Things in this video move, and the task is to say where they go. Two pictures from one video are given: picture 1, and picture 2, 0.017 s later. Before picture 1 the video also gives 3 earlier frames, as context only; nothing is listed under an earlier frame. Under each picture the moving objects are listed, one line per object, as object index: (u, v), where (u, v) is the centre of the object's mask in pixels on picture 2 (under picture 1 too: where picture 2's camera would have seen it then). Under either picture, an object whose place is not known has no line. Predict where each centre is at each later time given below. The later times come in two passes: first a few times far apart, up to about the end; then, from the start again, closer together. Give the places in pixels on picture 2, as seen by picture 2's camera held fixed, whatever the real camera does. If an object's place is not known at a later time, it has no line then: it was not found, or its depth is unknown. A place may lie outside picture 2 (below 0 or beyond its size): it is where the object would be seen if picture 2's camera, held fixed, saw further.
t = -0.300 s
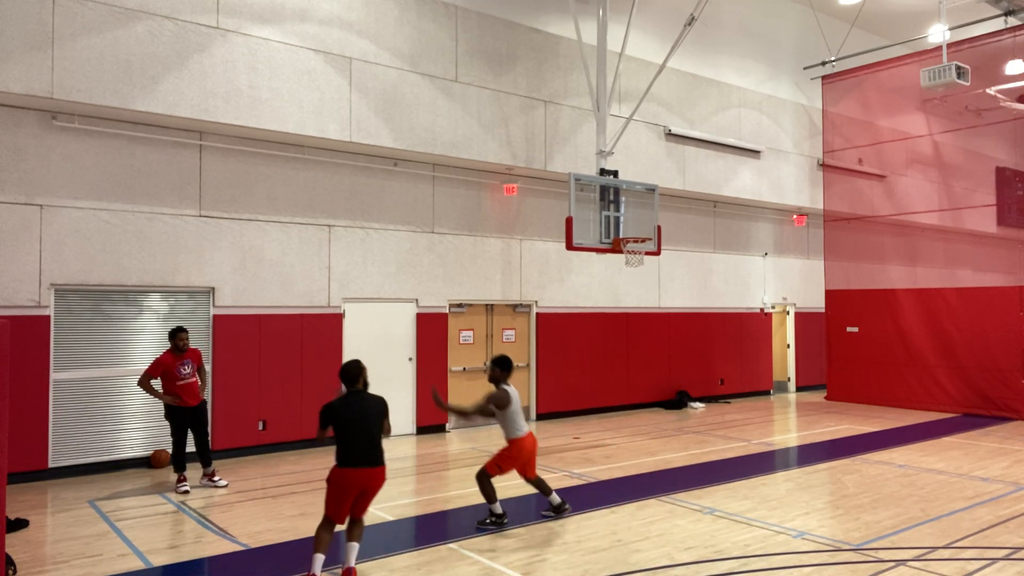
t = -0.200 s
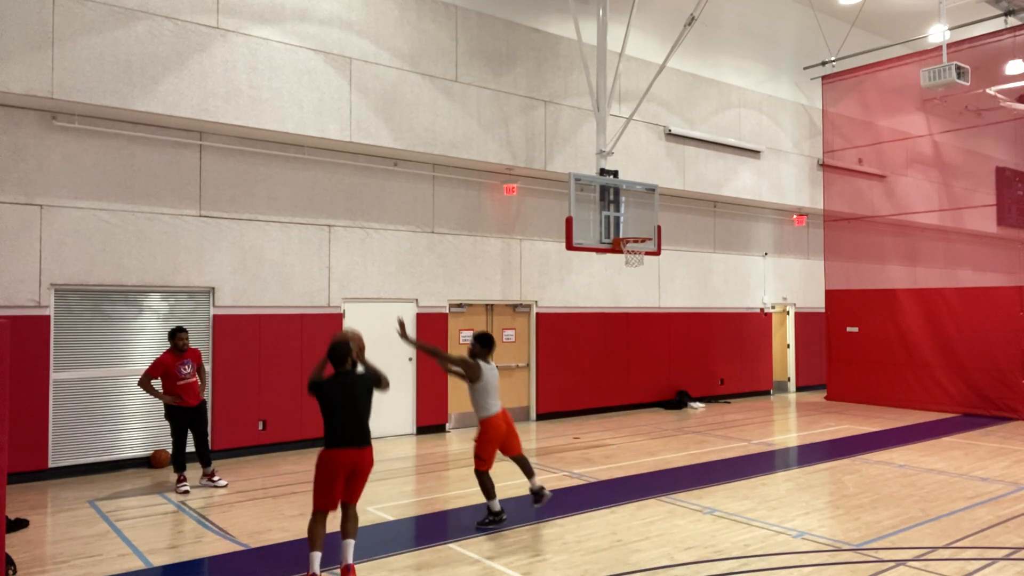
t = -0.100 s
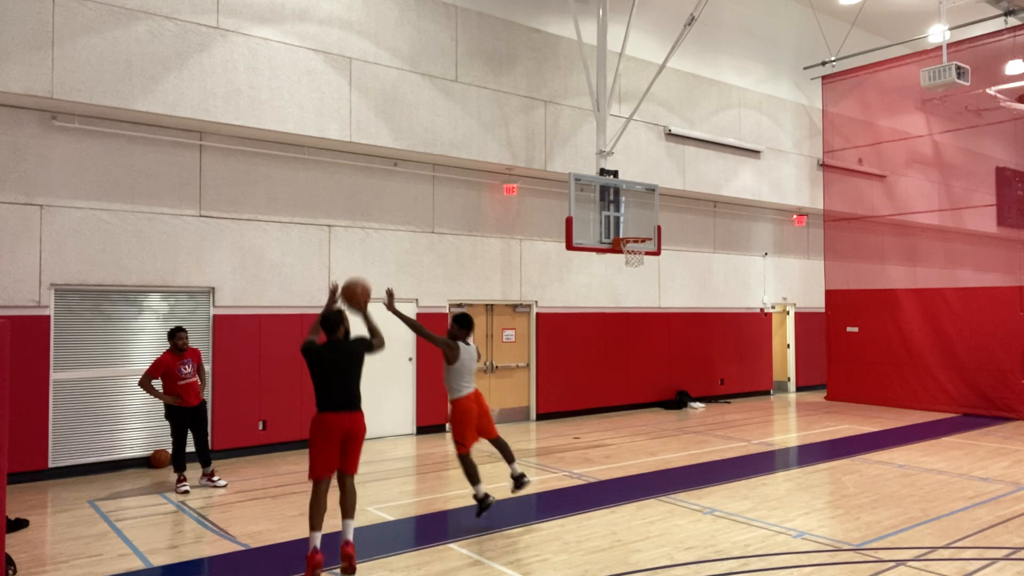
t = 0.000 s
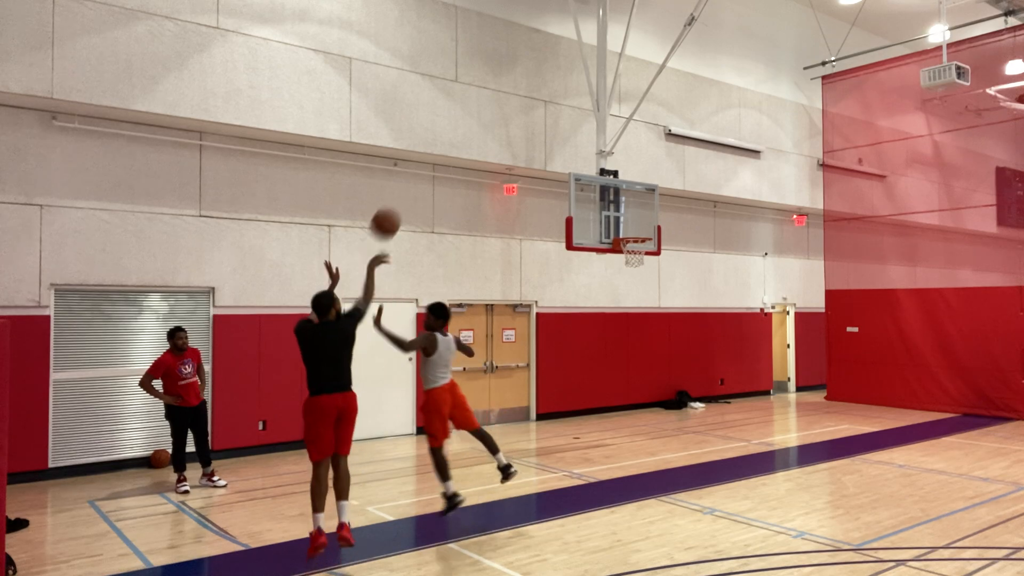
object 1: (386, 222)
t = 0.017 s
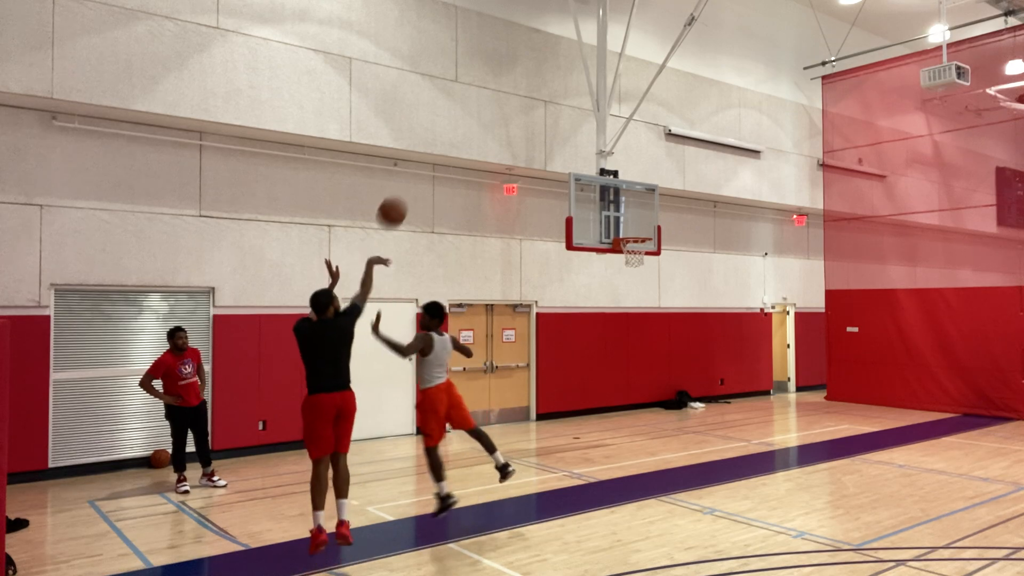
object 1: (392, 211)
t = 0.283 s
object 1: (480, 102)
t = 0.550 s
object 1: (543, 81)
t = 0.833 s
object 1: (593, 123)
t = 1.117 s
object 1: (632, 208)
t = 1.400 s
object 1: (608, 216)
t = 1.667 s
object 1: (557, 236)
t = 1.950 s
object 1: (493, 331)
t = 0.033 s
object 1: (398, 200)
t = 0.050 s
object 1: (405, 191)
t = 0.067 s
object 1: (411, 181)
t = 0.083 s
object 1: (417, 173)
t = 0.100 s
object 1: (423, 164)
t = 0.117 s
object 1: (429, 156)
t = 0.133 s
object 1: (434, 149)
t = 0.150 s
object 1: (440, 142)
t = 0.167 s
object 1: (445, 136)
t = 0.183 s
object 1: (450, 129)
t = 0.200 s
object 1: (455, 124)
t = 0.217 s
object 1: (460, 119)
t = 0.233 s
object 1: (465, 114)
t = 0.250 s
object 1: (470, 110)
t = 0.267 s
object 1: (475, 105)
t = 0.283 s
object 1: (480, 102)
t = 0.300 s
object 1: (484, 98)
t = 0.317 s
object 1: (489, 95)
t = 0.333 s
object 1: (493, 92)
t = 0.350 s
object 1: (498, 90)
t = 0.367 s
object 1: (502, 88)
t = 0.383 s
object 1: (506, 86)
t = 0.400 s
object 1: (510, 84)
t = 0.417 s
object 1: (514, 83)
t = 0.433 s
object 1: (518, 82)
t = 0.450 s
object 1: (522, 81)
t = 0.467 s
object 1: (526, 81)
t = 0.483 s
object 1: (529, 80)
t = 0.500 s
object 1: (533, 80)
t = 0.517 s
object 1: (536, 80)
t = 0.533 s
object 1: (540, 81)
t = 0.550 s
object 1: (543, 81)
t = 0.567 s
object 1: (547, 82)
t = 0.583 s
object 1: (550, 83)
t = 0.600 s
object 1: (553, 85)
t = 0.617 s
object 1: (556, 86)
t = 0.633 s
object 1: (560, 88)
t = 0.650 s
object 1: (563, 90)
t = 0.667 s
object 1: (566, 92)
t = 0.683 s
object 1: (569, 94)
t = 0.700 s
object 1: (572, 97)
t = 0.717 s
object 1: (574, 99)
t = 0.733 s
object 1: (577, 102)
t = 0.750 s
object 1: (580, 105)
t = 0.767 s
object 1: (583, 108)
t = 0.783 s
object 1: (585, 112)
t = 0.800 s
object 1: (588, 115)
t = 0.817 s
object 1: (590, 119)
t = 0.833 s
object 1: (593, 123)
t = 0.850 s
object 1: (596, 126)
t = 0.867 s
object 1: (598, 131)
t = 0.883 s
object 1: (600, 135)
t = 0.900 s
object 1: (603, 139)
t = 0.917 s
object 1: (606, 143)
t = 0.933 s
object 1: (608, 148)
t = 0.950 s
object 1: (610, 153)
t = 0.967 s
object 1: (612, 158)
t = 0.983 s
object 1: (615, 163)
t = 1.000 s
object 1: (617, 168)
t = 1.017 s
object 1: (619, 173)
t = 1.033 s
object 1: (622, 178)
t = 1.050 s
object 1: (624, 185)
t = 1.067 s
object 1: (625, 190)
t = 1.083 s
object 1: (628, 196)
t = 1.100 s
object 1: (630, 201)
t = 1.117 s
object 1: (632, 208)
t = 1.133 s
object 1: (634, 214)
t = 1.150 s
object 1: (636, 220)
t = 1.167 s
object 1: (638, 226)
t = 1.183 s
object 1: (640, 231)
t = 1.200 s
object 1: (639, 233)
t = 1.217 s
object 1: (637, 231)
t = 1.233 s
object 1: (634, 229)
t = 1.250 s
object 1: (632, 228)
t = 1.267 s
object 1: (629, 226)
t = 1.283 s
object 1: (626, 224)
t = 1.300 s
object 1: (624, 222)
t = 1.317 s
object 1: (621, 221)
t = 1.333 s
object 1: (619, 219)
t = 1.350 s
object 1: (616, 218)
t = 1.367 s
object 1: (613, 218)
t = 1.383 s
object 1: (610, 217)
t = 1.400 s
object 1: (608, 216)
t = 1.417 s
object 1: (604, 216)
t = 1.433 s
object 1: (601, 216)
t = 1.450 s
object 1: (598, 216)
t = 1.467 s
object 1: (596, 216)
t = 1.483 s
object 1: (593, 217)
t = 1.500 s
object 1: (589, 218)
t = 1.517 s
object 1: (587, 218)
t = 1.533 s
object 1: (584, 219)
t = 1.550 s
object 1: (581, 221)
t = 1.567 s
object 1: (578, 222)
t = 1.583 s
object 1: (574, 224)
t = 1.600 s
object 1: (571, 226)
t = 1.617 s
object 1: (568, 228)
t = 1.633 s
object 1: (564, 231)
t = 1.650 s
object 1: (561, 233)
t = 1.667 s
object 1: (557, 236)
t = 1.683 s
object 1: (554, 240)
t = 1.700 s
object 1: (551, 243)
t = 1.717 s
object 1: (548, 247)
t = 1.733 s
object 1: (544, 251)
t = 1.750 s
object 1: (540, 255)
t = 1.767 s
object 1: (537, 260)
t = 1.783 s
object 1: (533, 264)
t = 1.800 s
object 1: (530, 270)
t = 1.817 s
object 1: (526, 275)
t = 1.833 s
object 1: (522, 281)
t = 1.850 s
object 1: (518, 287)
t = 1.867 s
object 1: (514, 293)
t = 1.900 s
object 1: (506, 307)
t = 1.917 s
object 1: (503, 314)
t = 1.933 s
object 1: (497, 323)
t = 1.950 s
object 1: (493, 331)
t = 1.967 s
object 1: (489, 339)
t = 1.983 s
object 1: (485, 348)
